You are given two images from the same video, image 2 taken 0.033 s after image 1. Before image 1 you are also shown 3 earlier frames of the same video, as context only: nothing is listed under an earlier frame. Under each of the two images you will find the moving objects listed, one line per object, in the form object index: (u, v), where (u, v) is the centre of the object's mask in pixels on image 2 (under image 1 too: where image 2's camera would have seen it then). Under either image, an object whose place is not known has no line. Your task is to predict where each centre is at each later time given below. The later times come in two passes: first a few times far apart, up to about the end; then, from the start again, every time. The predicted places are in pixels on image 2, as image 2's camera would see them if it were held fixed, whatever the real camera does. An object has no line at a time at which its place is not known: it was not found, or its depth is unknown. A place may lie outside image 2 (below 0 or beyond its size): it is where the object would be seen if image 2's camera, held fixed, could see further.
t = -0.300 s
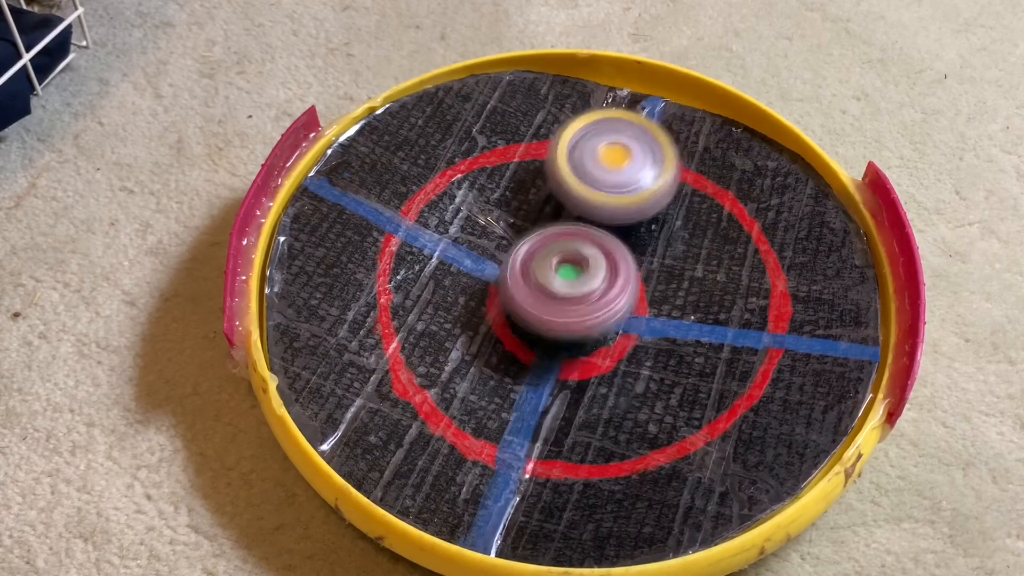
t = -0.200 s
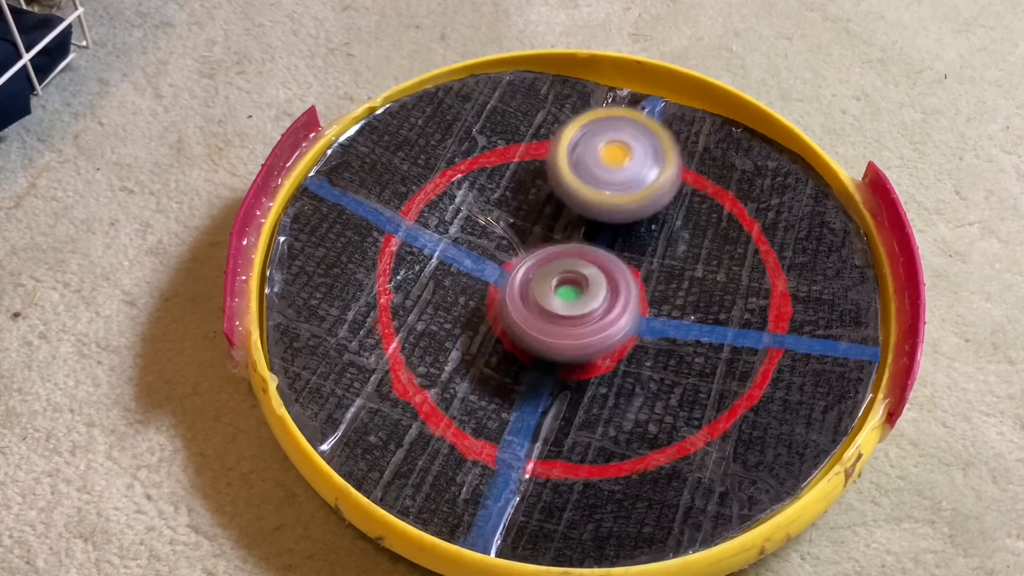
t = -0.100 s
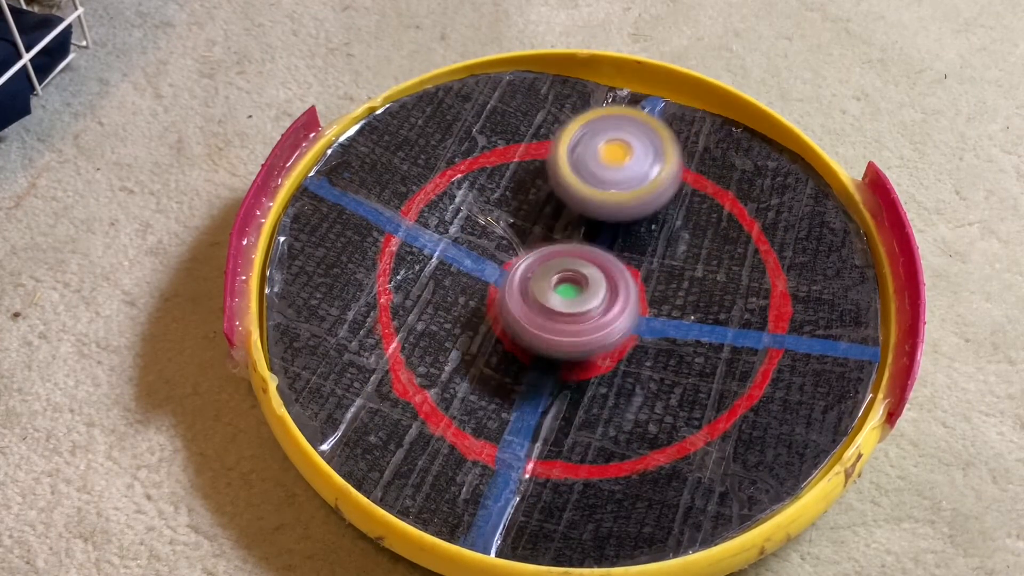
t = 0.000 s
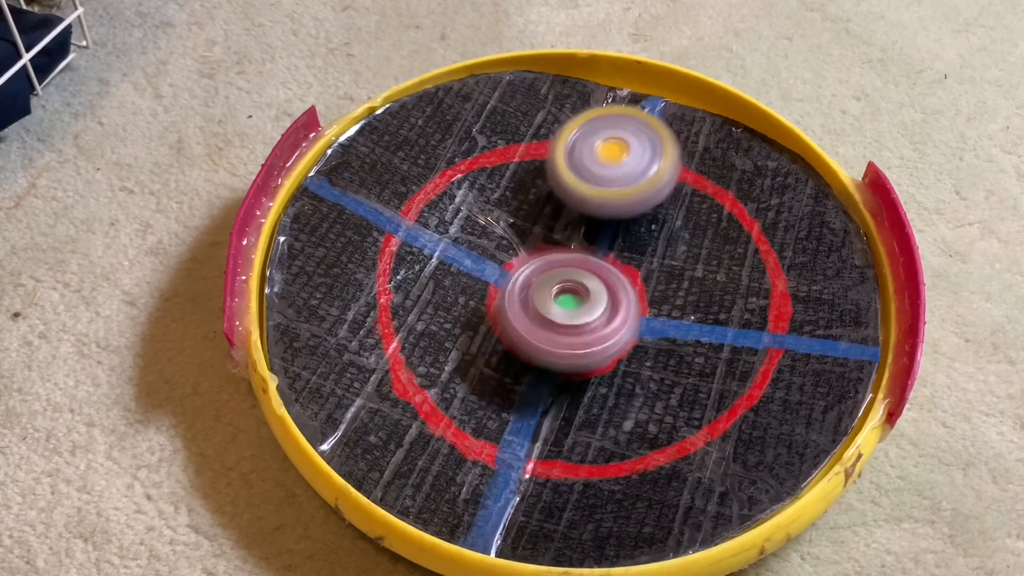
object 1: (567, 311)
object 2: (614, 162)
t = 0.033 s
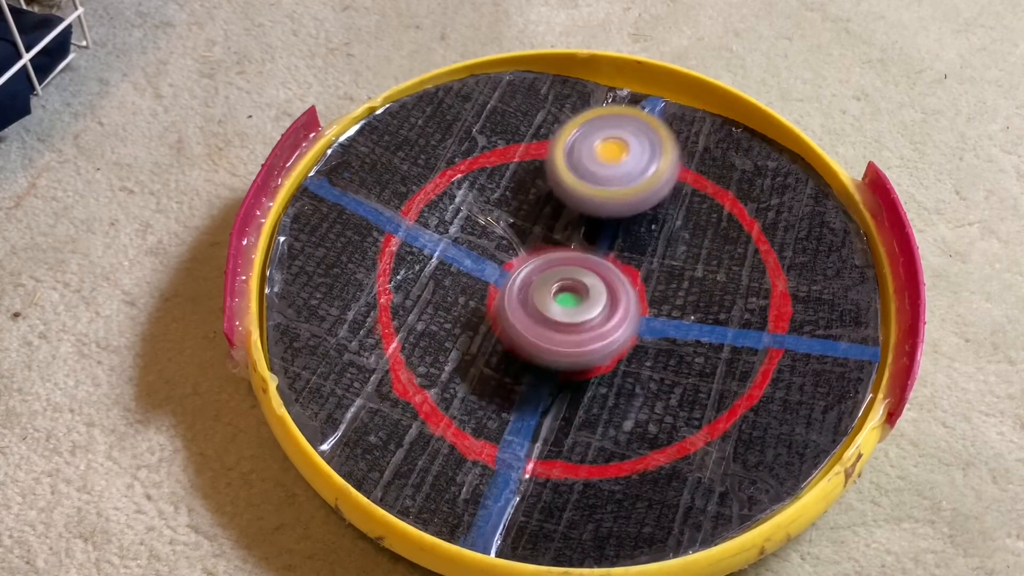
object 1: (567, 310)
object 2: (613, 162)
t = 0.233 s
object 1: (573, 303)
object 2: (598, 177)
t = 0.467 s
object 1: (523, 380)
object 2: (630, 137)
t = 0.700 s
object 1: (519, 391)
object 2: (621, 154)
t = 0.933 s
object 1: (569, 331)
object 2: (610, 185)
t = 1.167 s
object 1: (563, 326)
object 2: (627, 141)
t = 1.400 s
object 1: (574, 305)
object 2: (614, 163)
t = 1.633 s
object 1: (549, 296)
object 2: (630, 143)
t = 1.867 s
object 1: (536, 298)
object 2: (611, 162)
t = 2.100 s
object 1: (564, 309)
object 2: (611, 182)
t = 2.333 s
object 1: (559, 304)
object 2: (616, 171)
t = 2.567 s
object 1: (544, 306)
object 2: (617, 160)
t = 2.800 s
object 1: (566, 282)
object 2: (609, 170)
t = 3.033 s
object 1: (576, 282)
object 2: (613, 169)
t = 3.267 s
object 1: (571, 275)
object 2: (611, 164)
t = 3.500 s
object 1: (570, 290)
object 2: (610, 168)
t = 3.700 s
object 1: (575, 292)
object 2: (606, 163)
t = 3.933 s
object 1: (566, 290)
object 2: (611, 179)
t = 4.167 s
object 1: (560, 270)
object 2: (651, 147)
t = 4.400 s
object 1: (577, 254)
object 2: (640, 149)
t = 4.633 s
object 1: (565, 272)
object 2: (618, 165)
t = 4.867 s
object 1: (540, 282)
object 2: (620, 180)
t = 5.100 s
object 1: (563, 283)
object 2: (614, 182)
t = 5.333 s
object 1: (557, 286)
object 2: (614, 190)
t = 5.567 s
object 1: (555, 286)
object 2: (614, 192)
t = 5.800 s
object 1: (556, 286)
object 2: (613, 193)
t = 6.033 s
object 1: (555, 286)
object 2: (613, 194)
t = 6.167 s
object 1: (555, 286)
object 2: (613, 194)
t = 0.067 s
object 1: (568, 308)
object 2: (613, 162)
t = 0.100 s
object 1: (568, 310)
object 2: (612, 162)
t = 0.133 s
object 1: (568, 312)
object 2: (610, 163)
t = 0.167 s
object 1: (569, 311)
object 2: (607, 166)
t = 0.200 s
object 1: (571, 308)
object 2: (603, 170)
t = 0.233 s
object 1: (573, 303)
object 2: (598, 177)
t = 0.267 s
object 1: (573, 302)
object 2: (599, 186)
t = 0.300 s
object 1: (556, 327)
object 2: (621, 171)
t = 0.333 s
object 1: (543, 348)
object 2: (632, 161)
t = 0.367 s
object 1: (536, 357)
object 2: (635, 153)
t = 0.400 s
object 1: (532, 364)
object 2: (633, 146)
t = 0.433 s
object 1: (529, 372)
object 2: (631, 141)
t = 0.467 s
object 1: (523, 380)
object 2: (630, 137)
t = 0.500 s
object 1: (516, 384)
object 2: (628, 136)
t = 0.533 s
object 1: (513, 389)
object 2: (627, 137)
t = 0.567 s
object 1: (509, 394)
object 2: (627, 140)
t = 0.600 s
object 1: (510, 398)
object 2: (626, 143)
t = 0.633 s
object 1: (513, 399)
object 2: (624, 146)
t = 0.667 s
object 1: (515, 398)
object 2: (623, 150)
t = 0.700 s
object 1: (519, 391)
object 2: (621, 154)
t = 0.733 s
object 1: (525, 384)
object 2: (619, 158)
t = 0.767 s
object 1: (530, 378)
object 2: (617, 160)
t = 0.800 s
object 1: (538, 367)
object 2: (618, 163)
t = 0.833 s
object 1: (546, 359)
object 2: (618, 168)
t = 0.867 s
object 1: (553, 350)
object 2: (616, 174)
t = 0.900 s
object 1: (561, 342)
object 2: (613, 179)
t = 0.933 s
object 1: (569, 331)
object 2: (610, 185)
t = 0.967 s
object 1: (579, 317)
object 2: (605, 192)
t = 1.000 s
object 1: (576, 314)
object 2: (607, 182)
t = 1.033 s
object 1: (564, 325)
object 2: (614, 156)
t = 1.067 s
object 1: (559, 328)
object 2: (622, 141)
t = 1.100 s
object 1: (560, 329)
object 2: (628, 137)
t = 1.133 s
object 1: (561, 328)
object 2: (629, 138)
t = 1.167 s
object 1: (563, 326)
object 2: (627, 141)
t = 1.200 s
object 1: (565, 321)
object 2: (625, 143)
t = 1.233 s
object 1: (566, 316)
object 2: (625, 147)
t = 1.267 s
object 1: (568, 312)
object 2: (623, 152)
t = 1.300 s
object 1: (571, 312)
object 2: (621, 157)
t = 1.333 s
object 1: (572, 311)
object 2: (618, 160)
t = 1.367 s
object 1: (573, 309)
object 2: (616, 163)
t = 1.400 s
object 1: (574, 305)
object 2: (614, 163)
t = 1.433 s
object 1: (577, 297)
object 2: (615, 163)
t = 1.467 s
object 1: (579, 289)
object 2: (615, 164)
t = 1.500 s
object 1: (581, 282)
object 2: (614, 166)
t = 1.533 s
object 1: (574, 282)
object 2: (620, 159)
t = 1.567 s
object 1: (560, 291)
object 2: (630, 147)
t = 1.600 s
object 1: (555, 294)
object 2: (632, 144)
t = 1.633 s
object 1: (549, 296)
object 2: (630, 143)
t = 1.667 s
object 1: (546, 298)
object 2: (628, 142)
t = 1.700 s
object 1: (540, 300)
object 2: (626, 141)
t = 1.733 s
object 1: (535, 297)
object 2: (623, 141)
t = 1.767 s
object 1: (536, 295)
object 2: (620, 143)
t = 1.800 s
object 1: (535, 298)
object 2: (617, 148)
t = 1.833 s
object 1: (534, 299)
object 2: (616, 156)
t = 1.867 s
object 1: (536, 298)
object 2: (611, 162)
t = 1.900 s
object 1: (538, 300)
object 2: (607, 165)
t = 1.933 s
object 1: (543, 301)
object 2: (603, 168)
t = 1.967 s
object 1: (548, 297)
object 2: (600, 172)
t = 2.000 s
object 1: (559, 293)
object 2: (595, 176)
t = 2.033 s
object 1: (564, 294)
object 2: (593, 182)
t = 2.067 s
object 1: (564, 305)
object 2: (601, 179)
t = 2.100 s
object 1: (564, 309)
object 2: (611, 182)
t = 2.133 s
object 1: (569, 309)
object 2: (612, 182)
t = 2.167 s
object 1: (570, 304)
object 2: (609, 180)
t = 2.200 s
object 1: (574, 298)
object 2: (604, 178)
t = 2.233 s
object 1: (573, 293)
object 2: (604, 178)
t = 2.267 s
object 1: (570, 295)
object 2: (609, 177)
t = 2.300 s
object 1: (561, 300)
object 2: (616, 172)
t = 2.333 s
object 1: (559, 304)
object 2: (616, 171)
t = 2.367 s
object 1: (557, 308)
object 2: (617, 169)
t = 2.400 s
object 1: (552, 310)
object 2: (619, 165)
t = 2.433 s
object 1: (549, 311)
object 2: (620, 163)
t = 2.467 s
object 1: (547, 312)
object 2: (622, 161)
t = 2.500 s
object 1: (546, 310)
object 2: (622, 160)
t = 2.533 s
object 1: (544, 306)
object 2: (617, 159)
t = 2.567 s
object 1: (544, 306)
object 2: (617, 160)
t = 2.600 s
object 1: (543, 304)
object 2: (618, 160)
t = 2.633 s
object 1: (544, 298)
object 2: (616, 163)
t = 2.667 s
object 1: (550, 292)
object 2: (614, 167)
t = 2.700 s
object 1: (556, 288)
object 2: (611, 170)
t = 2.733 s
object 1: (559, 285)
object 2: (607, 171)
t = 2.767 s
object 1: (563, 283)
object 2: (606, 172)
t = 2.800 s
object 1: (566, 282)
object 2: (609, 170)
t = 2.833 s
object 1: (567, 281)
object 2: (609, 168)
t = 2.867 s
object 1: (571, 282)
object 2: (611, 168)
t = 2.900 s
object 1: (574, 283)
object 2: (614, 171)
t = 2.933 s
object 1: (573, 285)
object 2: (614, 172)
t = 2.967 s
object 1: (574, 284)
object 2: (614, 171)
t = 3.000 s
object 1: (575, 283)
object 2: (612, 170)
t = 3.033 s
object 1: (576, 282)
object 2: (613, 169)
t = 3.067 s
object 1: (576, 281)
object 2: (614, 167)
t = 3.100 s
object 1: (576, 280)
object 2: (612, 166)
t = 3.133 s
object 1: (575, 279)
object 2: (613, 165)
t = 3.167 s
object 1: (574, 278)
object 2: (612, 164)
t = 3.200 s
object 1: (574, 277)
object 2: (611, 165)
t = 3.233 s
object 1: (573, 275)
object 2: (610, 165)
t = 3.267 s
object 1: (571, 275)
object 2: (611, 164)
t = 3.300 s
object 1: (569, 276)
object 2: (612, 163)
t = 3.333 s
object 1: (569, 275)
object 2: (609, 166)
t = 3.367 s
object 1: (566, 282)
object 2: (613, 164)
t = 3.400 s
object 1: (562, 285)
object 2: (616, 166)
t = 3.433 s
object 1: (562, 284)
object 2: (615, 171)
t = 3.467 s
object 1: (568, 286)
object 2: (613, 169)
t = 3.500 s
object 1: (570, 290)
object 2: (610, 168)
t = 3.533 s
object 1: (571, 292)
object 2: (611, 167)
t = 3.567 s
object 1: (572, 292)
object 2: (609, 168)
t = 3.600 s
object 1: (576, 289)
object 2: (608, 169)
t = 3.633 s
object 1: (580, 287)
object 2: (603, 169)
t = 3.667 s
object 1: (582, 286)
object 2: (603, 170)
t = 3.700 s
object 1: (575, 292)
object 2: (606, 163)
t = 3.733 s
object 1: (565, 292)
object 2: (611, 163)
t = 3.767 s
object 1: (561, 288)
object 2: (611, 171)
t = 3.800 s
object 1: (563, 286)
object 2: (607, 175)
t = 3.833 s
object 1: (567, 284)
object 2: (601, 178)
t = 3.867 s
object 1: (572, 284)
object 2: (598, 175)
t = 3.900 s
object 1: (570, 289)
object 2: (600, 176)
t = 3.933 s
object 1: (566, 290)
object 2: (611, 179)
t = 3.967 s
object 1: (562, 288)
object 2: (618, 178)
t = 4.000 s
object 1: (561, 281)
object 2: (620, 174)
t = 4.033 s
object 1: (560, 277)
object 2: (627, 168)
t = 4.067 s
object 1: (556, 276)
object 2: (636, 163)
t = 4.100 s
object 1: (555, 273)
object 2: (642, 157)
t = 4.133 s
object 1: (556, 270)
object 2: (647, 151)
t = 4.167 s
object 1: (560, 270)
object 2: (651, 147)
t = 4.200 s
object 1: (570, 265)
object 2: (652, 147)
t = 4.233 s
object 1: (580, 264)
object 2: (652, 148)
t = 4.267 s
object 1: (583, 259)
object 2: (651, 147)
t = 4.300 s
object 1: (585, 257)
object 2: (649, 148)
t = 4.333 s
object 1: (585, 254)
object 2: (643, 149)
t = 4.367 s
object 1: (581, 251)
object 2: (642, 148)
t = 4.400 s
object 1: (577, 254)
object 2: (640, 149)
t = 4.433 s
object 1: (581, 257)
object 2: (635, 151)
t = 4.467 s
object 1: (581, 259)
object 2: (628, 153)
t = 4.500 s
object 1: (578, 262)
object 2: (622, 152)
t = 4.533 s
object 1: (575, 264)
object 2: (617, 151)
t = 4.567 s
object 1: (573, 265)
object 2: (612, 155)
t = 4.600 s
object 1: (571, 268)
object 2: (611, 160)
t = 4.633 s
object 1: (565, 272)
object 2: (618, 165)
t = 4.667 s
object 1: (557, 279)
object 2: (624, 167)
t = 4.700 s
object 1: (548, 282)
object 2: (627, 168)
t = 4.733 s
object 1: (541, 282)
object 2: (628, 173)
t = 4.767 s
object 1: (535, 281)
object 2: (631, 174)
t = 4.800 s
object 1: (533, 281)
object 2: (630, 179)
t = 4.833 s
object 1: (535, 281)
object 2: (626, 180)
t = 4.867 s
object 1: (540, 282)
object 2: (620, 180)
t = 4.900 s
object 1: (547, 282)
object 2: (614, 178)
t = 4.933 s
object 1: (554, 283)
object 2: (614, 179)
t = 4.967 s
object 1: (554, 287)
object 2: (614, 176)
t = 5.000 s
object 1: (555, 287)
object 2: (613, 172)
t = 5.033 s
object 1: (559, 286)
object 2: (612, 172)
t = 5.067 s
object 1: (561, 285)
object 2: (614, 178)
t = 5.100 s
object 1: (563, 283)
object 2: (614, 182)
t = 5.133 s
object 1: (563, 283)
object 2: (614, 184)
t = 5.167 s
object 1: (564, 283)
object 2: (614, 187)
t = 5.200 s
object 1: (563, 283)
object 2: (615, 189)
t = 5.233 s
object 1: (560, 284)
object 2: (615, 188)
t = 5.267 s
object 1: (557, 285)
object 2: (614, 189)
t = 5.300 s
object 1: (556, 286)
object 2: (614, 189)
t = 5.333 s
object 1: (557, 286)
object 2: (614, 190)
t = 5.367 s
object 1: (556, 286)
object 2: (614, 191)
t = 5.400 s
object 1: (556, 286)
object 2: (614, 191)
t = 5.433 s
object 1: (556, 286)
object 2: (614, 191)
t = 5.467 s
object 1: (556, 286)
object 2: (614, 191)
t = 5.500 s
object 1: (556, 286)
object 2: (614, 191)
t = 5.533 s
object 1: (556, 286)
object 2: (614, 192)
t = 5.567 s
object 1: (555, 286)
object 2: (614, 192)
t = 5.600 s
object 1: (555, 286)
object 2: (614, 192)
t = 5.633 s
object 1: (555, 286)
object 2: (614, 192)
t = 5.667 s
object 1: (556, 286)
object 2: (613, 193)
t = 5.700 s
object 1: (556, 286)
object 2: (613, 192)
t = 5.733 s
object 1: (556, 286)
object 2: (613, 192)
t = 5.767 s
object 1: (556, 286)
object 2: (613, 193)
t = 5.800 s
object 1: (556, 286)
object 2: (613, 193)
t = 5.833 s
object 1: (555, 286)
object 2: (613, 193)
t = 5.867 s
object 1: (555, 286)
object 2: (613, 194)
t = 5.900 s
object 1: (555, 286)
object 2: (613, 194)
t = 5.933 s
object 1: (555, 286)
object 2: (613, 194)
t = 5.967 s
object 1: (555, 286)
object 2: (613, 194)
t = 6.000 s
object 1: (555, 286)
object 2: (613, 194)
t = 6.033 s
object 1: (555, 286)
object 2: (613, 194)
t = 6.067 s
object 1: (555, 286)
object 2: (613, 194)
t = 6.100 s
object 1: (555, 286)
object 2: (613, 194)
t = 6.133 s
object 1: (555, 286)
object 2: (613, 194)
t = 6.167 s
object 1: (555, 286)
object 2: (613, 194)
